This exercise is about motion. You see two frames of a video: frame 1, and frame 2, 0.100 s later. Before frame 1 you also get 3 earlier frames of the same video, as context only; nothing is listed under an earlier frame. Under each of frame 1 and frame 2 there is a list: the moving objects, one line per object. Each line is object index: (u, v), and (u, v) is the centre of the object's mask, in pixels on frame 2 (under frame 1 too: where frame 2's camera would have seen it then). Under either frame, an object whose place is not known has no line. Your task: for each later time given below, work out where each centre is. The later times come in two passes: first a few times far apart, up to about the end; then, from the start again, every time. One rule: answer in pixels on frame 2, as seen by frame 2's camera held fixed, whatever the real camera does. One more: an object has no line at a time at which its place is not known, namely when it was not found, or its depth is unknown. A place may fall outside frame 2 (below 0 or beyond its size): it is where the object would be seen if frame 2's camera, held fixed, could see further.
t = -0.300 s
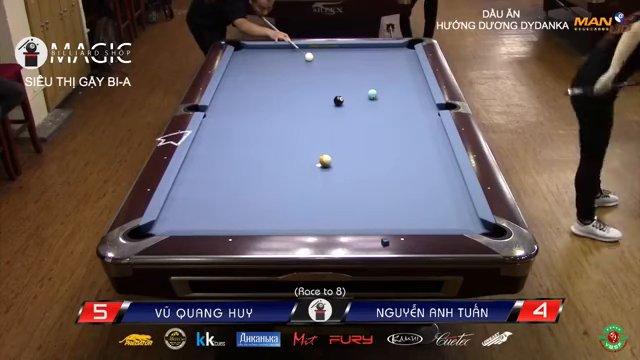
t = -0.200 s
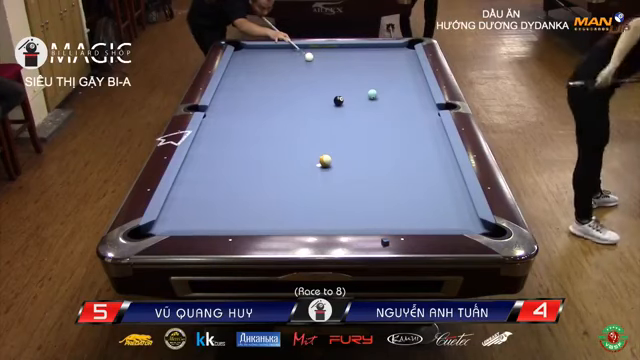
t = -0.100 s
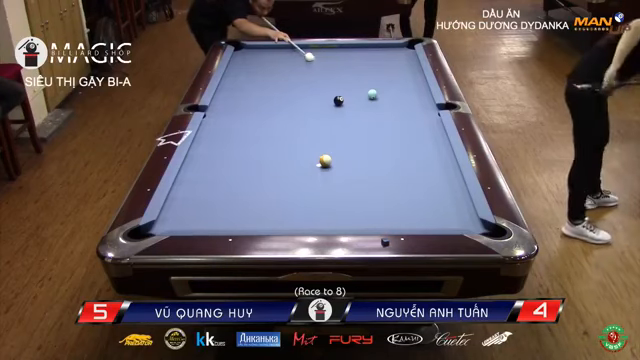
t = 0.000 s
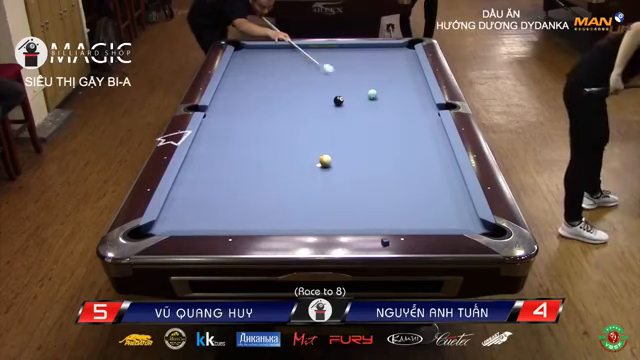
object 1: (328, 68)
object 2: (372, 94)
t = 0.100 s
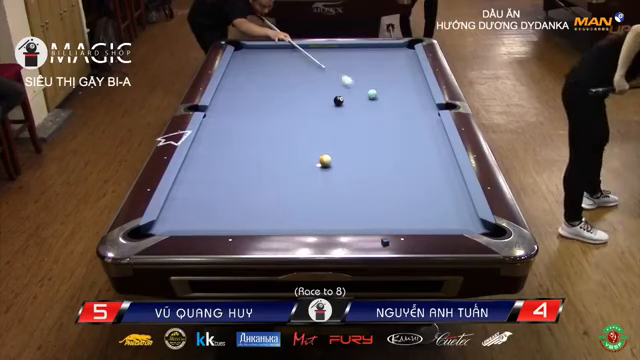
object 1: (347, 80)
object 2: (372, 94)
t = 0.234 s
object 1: (360, 94)
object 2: (386, 97)
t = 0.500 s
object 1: (343, 111)
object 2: (446, 109)
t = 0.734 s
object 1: (328, 126)
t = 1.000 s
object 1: (309, 144)
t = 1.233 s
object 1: (292, 162)
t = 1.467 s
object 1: (273, 181)
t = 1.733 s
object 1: (248, 206)
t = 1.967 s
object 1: (226, 224)
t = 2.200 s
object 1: (212, 215)
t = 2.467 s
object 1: (200, 203)
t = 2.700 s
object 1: (189, 193)
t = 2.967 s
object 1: (180, 183)
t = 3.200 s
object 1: (188, 176)
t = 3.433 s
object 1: (197, 170)
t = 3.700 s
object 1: (205, 164)
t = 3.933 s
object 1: (212, 159)
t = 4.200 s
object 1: (220, 154)
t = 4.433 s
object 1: (225, 150)
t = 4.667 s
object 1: (230, 147)
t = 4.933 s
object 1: (235, 144)
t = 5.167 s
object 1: (239, 141)
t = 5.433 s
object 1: (243, 139)
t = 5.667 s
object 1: (246, 137)
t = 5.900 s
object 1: (249, 135)
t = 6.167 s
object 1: (252, 134)
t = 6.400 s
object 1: (254, 133)
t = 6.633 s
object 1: (255, 132)
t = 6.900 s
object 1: (256, 132)
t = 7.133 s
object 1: (256, 132)
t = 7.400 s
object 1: (256, 132)
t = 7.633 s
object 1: (256, 132)
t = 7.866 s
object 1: (256, 132)
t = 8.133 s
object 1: (256, 132)
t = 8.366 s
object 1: (256, 132)
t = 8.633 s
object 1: (256, 132)
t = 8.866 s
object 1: (256, 132)
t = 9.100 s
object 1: (256, 132)
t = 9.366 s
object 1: (256, 132)
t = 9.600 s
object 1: (256, 132)
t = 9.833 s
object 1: (256, 132)
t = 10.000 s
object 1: (256, 132)
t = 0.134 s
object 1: (353, 85)
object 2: (372, 94)
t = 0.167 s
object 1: (360, 89)
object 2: (372, 94)
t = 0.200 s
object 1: (368, 93)
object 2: (373, 94)
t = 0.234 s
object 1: (360, 94)
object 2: (386, 97)
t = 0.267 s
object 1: (357, 96)
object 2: (396, 99)
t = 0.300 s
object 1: (355, 98)
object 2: (405, 101)
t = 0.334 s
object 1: (353, 100)
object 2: (413, 103)
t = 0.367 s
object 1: (351, 102)
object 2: (422, 106)
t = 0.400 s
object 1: (349, 104)
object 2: (431, 108)
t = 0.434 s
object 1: (347, 107)
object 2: (437, 108)
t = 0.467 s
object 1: (345, 108)
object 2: (443, 108)
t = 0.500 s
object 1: (343, 111)
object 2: (446, 109)
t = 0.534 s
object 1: (341, 113)
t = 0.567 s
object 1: (339, 115)
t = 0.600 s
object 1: (336, 117)
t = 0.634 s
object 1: (334, 119)
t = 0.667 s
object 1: (332, 121)
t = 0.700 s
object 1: (330, 123)
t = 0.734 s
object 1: (328, 126)
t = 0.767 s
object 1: (326, 128)
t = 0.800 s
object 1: (323, 130)
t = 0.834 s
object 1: (321, 133)
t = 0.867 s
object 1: (319, 135)
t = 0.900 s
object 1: (317, 137)
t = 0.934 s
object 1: (314, 139)
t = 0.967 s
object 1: (312, 142)
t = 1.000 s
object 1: (309, 144)
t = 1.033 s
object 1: (307, 147)
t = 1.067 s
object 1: (304, 149)
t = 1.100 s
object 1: (302, 152)
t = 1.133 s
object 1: (299, 154)
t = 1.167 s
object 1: (297, 157)
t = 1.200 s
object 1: (295, 159)
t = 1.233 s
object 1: (292, 162)
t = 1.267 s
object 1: (289, 165)
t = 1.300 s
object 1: (286, 167)
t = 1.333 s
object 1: (284, 170)
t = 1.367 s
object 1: (281, 172)
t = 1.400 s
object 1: (278, 176)
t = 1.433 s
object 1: (276, 178)
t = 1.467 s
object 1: (273, 181)
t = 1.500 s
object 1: (270, 184)
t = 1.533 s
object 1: (267, 187)
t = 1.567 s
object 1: (264, 190)
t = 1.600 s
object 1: (261, 194)
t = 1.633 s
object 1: (257, 196)
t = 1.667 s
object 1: (254, 200)
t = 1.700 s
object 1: (251, 202)
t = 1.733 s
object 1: (248, 206)
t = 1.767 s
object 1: (245, 209)
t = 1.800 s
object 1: (242, 212)
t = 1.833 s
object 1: (238, 215)
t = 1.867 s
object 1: (235, 218)
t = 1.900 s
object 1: (232, 221)
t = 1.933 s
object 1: (229, 222)
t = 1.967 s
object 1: (226, 224)
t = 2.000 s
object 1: (223, 223)
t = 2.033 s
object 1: (221, 222)
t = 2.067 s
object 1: (220, 221)
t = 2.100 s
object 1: (218, 220)
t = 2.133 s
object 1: (216, 218)
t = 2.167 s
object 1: (214, 217)
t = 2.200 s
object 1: (212, 215)
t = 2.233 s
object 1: (211, 213)
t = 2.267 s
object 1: (209, 212)
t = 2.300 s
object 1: (207, 210)
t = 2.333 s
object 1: (206, 209)
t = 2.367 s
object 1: (204, 207)
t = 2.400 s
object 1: (203, 206)
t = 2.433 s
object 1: (201, 204)
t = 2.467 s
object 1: (200, 203)
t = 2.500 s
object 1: (198, 201)
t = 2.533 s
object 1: (196, 200)
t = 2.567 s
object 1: (195, 199)
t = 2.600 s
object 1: (193, 197)
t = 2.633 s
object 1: (192, 196)
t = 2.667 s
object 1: (191, 194)
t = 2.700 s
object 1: (189, 193)
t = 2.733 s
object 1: (188, 192)
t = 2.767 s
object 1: (186, 190)
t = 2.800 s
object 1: (185, 189)
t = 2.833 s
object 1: (184, 188)
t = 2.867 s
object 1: (182, 187)
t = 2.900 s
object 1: (181, 185)
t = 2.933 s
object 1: (180, 184)
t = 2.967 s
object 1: (180, 183)
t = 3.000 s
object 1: (181, 182)
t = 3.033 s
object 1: (182, 181)
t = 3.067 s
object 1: (183, 181)
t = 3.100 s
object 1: (184, 179)
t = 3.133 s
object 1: (185, 178)
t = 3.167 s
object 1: (187, 177)
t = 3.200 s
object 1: (188, 176)
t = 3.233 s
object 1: (190, 176)
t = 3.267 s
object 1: (191, 175)
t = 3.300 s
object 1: (192, 174)
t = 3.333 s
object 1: (193, 173)
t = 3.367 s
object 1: (194, 172)
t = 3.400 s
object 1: (196, 171)
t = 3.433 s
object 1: (197, 170)
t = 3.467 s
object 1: (198, 170)
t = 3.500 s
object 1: (199, 169)
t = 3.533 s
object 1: (200, 168)
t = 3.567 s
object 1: (201, 167)
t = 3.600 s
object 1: (202, 166)
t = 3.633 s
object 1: (203, 166)
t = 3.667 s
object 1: (204, 165)
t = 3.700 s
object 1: (205, 164)
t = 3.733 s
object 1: (206, 163)
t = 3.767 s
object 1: (208, 163)
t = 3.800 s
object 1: (209, 162)
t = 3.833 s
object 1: (209, 161)
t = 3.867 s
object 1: (211, 160)
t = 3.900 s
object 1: (211, 160)
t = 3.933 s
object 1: (212, 159)
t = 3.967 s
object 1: (213, 158)
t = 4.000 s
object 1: (214, 158)
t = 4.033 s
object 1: (215, 157)
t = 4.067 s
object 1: (216, 157)
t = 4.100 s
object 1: (217, 156)
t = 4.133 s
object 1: (218, 155)
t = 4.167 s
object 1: (219, 155)
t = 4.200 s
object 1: (220, 154)
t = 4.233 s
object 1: (220, 154)
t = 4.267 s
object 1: (221, 153)
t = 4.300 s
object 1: (222, 153)
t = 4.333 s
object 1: (222, 152)
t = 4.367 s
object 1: (223, 152)
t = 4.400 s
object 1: (224, 151)
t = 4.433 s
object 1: (225, 150)
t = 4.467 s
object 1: (226, 150)
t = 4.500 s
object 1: (227, 150)
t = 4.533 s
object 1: (227, 149)
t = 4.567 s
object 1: (228, 148)
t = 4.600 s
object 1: (229, 148)
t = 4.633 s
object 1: (229, 148)
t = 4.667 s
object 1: (230, 147)
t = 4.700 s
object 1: (231, 146)
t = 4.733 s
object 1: (231, 146)
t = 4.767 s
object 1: (232, 146)
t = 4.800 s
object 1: (233, 145)
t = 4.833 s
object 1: (233, 145)
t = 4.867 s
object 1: (234, 144)
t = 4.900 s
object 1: (234, 144)
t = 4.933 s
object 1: (235, 144)
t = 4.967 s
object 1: (236, 143)
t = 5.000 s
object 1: (236, 143)
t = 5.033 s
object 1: (237, 143)
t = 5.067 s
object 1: (238, 142)
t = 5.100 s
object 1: (238, 142)
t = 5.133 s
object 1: (238, 141)
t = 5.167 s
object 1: (239, 141)
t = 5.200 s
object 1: (240, 141)
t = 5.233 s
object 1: (240, 140)
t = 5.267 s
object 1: (241, 140)
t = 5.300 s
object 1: (241, 140)
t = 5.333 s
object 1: (242, 139)
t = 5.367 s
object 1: (242, 139)
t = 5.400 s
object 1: (243, 139)
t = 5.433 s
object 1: (243, 139)
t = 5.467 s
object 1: (244, 138)
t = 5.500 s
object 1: (244, 138)
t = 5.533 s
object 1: (245, 138)
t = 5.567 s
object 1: (245, 137)
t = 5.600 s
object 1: (246, 137)
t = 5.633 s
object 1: (246, 137)
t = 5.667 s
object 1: (246, 137)
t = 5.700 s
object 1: (247, 136)
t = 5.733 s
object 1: (247, 136)
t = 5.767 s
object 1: (248, 136)
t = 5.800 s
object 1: (248, 136)
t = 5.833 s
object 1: (248, 135)
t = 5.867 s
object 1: (249, 135)
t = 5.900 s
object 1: (249, 135)
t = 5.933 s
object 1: (249, 135)
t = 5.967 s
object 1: (250, 135)
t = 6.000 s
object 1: (250, 135)
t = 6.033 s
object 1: (250, 134)
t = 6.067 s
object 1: (251, 134)
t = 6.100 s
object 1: (251, 134)
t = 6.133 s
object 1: (251, 134)
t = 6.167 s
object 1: (252, 134)
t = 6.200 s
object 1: (252, 134)
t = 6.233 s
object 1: (252, 134)
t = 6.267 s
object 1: (252, 134)
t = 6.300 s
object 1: (253, 133)
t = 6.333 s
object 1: (253, 133)
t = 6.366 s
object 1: (253, 133)
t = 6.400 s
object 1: (254, 133)
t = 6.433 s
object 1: (254, 133)
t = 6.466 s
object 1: (254, 133)
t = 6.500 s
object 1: (254, 133)
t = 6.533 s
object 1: (255, 132)
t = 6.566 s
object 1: (255, 132)
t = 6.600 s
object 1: (255, 132)
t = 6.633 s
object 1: (255, 132)
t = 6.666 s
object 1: (255, 132)
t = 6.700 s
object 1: (255, 132)
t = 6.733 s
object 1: (255, 132)
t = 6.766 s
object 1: (255, 132)
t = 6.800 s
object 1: (256, 132)
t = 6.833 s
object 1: (256, 132)
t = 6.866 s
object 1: (256, 132)
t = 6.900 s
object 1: (256, 132)
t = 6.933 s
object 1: (256, 132)
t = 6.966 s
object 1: (256, 132)
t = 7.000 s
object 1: (256, 132)
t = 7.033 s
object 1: (256, 132)
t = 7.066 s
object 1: (256, 132)
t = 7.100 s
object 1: (256, 132)
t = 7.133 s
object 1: (256, 132)
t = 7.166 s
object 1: (256, 132)
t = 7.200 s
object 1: (256, 132)
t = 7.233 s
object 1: (256, 132)
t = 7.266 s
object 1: (256, 132)
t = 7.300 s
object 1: (256, 132)
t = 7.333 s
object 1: (256, 132)
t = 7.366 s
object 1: (256, 132)
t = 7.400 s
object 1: (256, 132)
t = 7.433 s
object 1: (256, 132)
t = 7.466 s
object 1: (256, 132)
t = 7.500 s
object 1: (256, 132)
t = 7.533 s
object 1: (256, 132)
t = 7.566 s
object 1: (256, 132)
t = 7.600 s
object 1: (256, 132)
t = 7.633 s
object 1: (256, 132)
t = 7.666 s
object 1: (256, 132)
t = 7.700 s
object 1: (256, 132)
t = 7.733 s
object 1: (256, 132)
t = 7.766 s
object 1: (256, 132)
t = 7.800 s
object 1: (256, 132)
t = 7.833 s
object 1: (256, 132)
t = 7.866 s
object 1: (256, 132)
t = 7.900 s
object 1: (256, 132)
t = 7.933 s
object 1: (256, 132)
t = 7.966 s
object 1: (256, 132)
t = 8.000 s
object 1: (256, 132)
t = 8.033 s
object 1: (256, 132)
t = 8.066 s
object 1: (256, 132)
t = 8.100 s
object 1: (256, 132)
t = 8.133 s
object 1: (256, 132)
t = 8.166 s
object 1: (256, 132)
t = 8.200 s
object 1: (256, 132)
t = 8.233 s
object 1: (256, 132)
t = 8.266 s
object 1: (256, 132)
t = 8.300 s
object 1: (256, 132)
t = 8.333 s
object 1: (256, 132)
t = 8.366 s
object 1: (256, 132)
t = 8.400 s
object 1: (256, 132)
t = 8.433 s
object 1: (256, 132)
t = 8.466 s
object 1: (256, 132)
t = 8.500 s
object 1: (256, 132)
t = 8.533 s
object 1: (256, 132)
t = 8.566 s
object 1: (256, 132)
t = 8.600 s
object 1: (256, 132)
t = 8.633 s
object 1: (256, 132)
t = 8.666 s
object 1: (256, 132)
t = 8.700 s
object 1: (256, 132)
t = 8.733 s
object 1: (256, 132)
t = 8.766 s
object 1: (256, 132)
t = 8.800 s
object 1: (256, 132)
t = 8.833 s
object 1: (256, 132)
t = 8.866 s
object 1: (256, 132)
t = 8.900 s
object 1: (256, 132)
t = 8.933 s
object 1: (256, 132)
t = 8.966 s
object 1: (256, 132)
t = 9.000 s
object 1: (256, 132)
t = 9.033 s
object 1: (256, 132)
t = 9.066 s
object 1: (256, 132)
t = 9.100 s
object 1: (256, 132)
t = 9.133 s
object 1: (256, 132)
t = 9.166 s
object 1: (256, 132)
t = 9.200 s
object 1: (256, 132)
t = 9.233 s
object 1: (256, 132)
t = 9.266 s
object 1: (256, 132)
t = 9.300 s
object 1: (256, 132)
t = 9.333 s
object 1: (256, 132)
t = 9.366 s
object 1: (256, 132)
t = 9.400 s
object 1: (256, 132)
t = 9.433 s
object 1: (256, 132)
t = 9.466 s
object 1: (256, 132)
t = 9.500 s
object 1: (256, 132)
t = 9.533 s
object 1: (256, 132)
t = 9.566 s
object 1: (256, 132)
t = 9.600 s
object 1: (256, 132)
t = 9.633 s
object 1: (256, 132)
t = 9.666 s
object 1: (256, 132)
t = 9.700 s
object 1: (256, 132)
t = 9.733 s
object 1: (256, 132)
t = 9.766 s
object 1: (256, 132)
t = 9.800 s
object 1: (256, 132)
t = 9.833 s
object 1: (256, 132)
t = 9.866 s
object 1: (256, 132)
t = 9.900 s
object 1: (256, 132)
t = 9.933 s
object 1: (256, 132)
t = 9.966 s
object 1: (256, 132)
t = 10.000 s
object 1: (256, 132)
